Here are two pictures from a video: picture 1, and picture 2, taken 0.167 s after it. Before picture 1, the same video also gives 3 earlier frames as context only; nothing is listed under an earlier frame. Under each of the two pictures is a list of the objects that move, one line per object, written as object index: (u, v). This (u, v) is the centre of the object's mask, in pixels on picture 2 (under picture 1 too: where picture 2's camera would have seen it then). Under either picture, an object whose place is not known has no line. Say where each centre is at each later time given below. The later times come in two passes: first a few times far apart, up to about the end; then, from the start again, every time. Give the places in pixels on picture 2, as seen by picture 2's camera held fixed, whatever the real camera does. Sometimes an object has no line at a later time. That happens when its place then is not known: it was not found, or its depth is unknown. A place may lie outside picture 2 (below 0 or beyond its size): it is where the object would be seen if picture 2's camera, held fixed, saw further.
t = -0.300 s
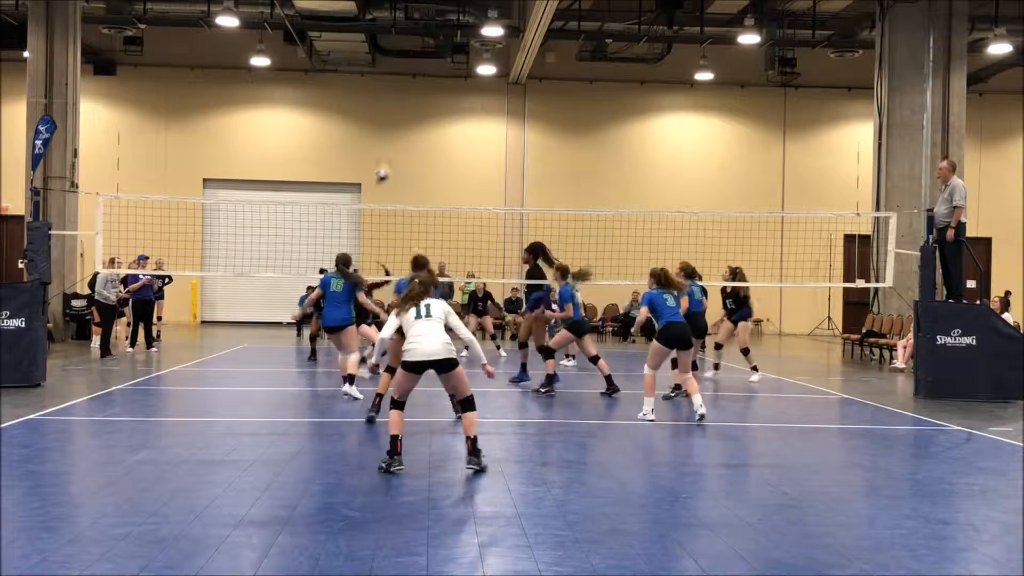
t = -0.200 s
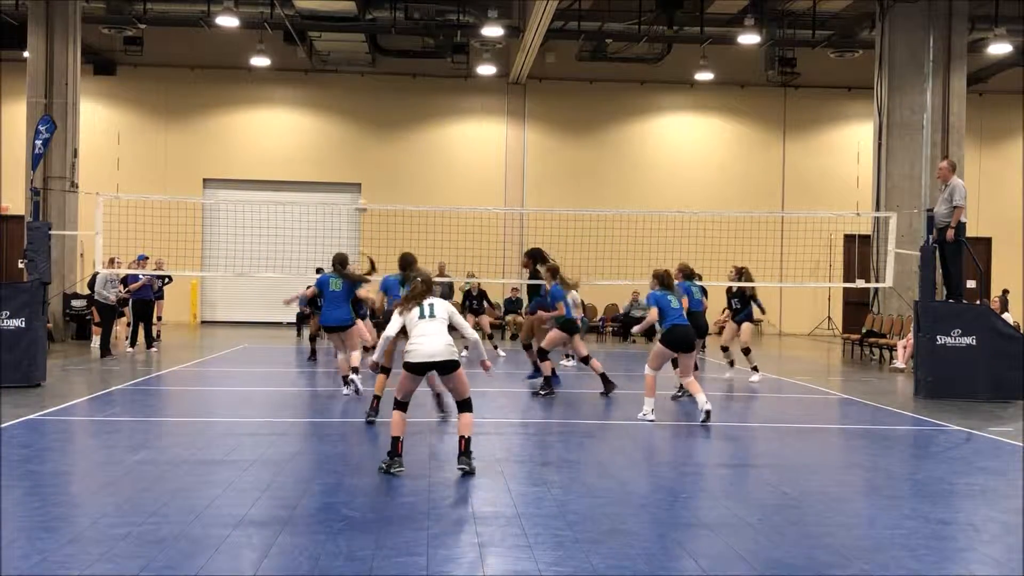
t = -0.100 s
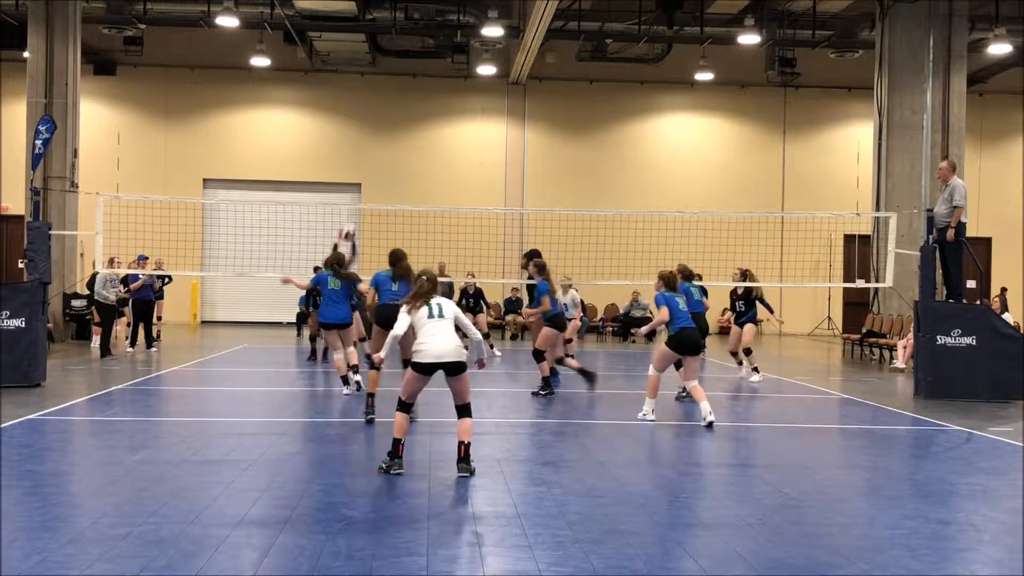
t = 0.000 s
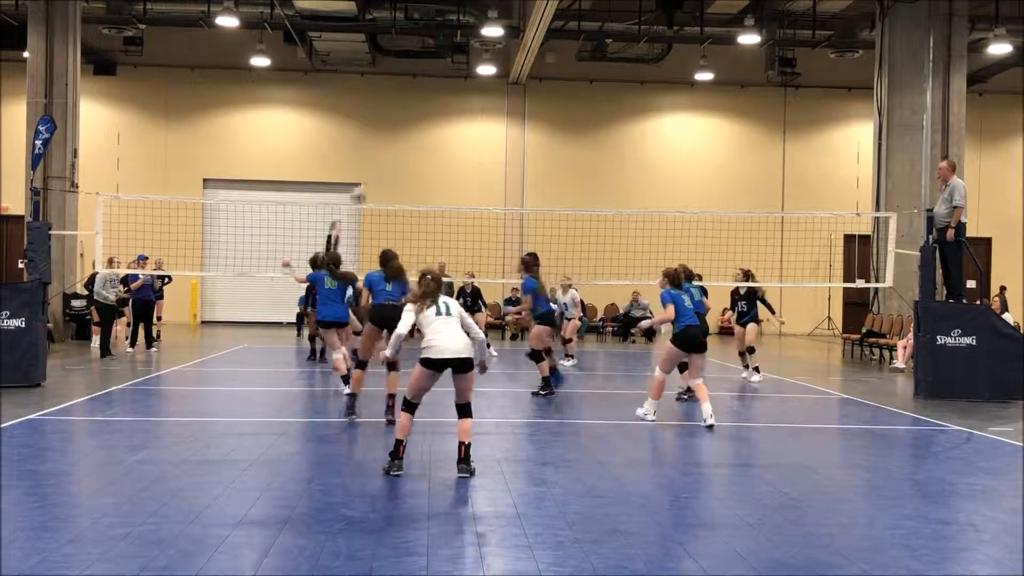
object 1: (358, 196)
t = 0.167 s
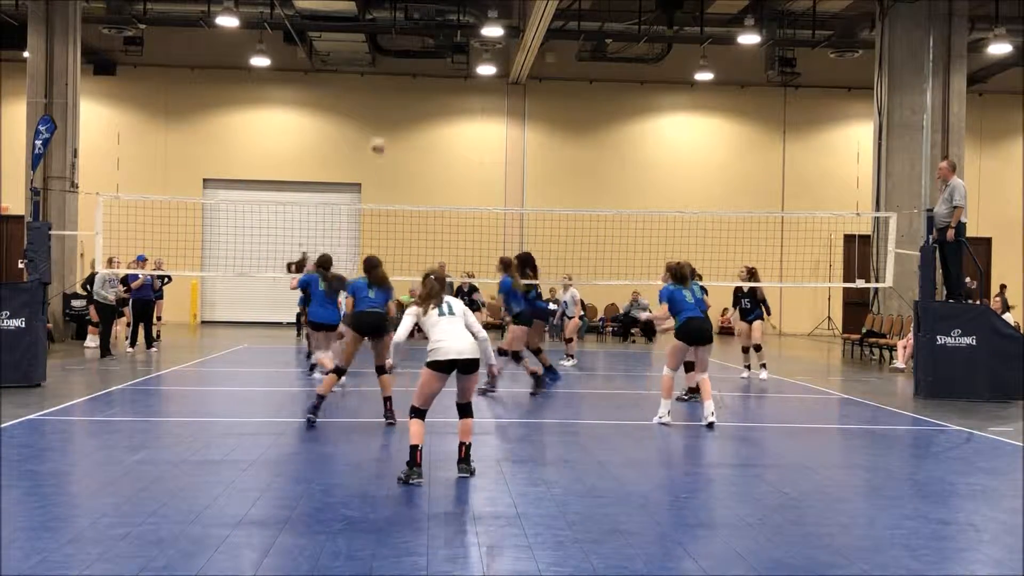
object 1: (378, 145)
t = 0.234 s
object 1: (386, 131)
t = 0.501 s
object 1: (414, 107)
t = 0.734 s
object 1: (438, 129)
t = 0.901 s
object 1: (454, 169)
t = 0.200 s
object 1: (382, 138)
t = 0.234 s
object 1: (386, 131)
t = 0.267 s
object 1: (389, 126)
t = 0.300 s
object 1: (393, 121)
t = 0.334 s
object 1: (396, 117)
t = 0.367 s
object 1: (400, 114)
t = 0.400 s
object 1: (404, 111)
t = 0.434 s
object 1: (407, 109)
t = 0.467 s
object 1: (411, 107)
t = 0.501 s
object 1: (414, 107)
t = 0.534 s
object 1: (419, 109)
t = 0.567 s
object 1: (421, 110)
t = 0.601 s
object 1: (425, 112)
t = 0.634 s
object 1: (428, 114)
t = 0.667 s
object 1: (432, 119)
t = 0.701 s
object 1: (435, 123)
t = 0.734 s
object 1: (438, 129)
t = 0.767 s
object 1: (442, 135)
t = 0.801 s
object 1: (445, 141)
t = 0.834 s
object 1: (449, 149)
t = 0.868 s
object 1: (452, 159)
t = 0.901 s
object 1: (454, 169)
